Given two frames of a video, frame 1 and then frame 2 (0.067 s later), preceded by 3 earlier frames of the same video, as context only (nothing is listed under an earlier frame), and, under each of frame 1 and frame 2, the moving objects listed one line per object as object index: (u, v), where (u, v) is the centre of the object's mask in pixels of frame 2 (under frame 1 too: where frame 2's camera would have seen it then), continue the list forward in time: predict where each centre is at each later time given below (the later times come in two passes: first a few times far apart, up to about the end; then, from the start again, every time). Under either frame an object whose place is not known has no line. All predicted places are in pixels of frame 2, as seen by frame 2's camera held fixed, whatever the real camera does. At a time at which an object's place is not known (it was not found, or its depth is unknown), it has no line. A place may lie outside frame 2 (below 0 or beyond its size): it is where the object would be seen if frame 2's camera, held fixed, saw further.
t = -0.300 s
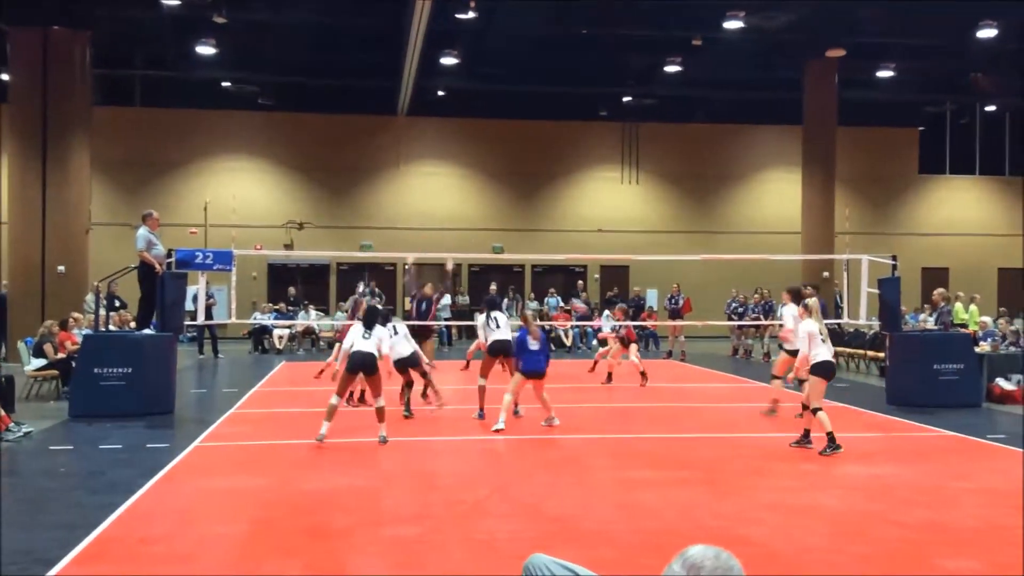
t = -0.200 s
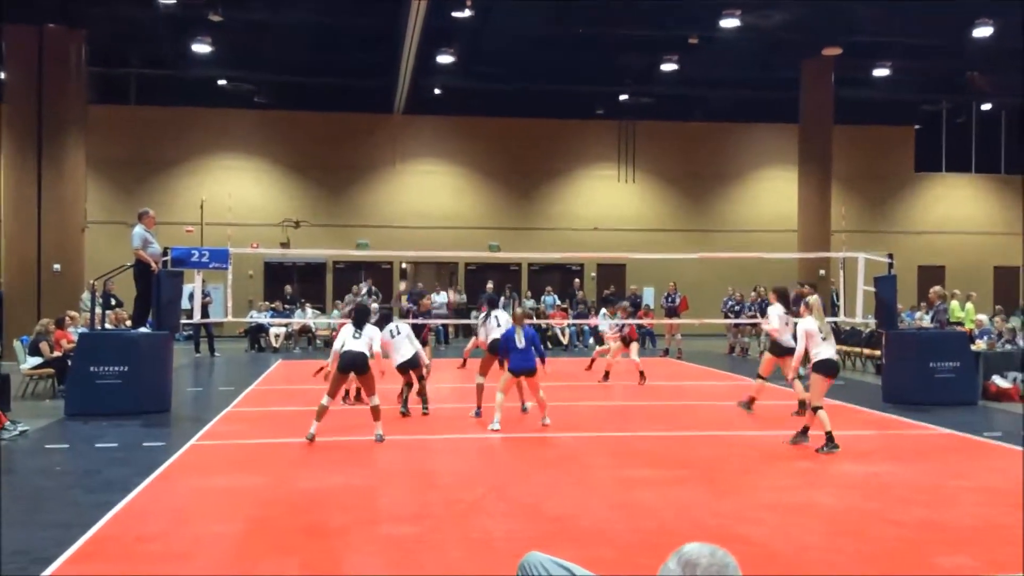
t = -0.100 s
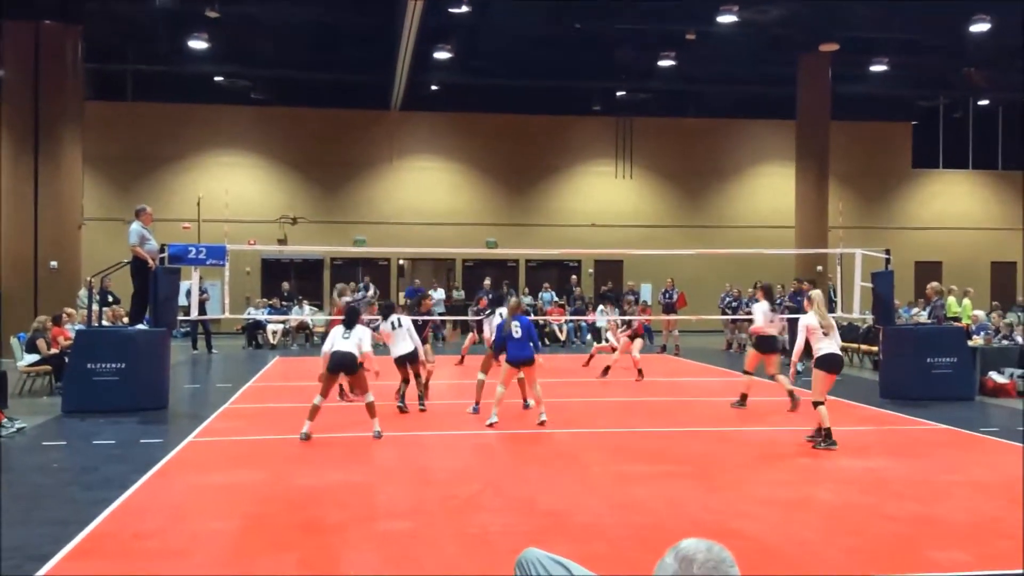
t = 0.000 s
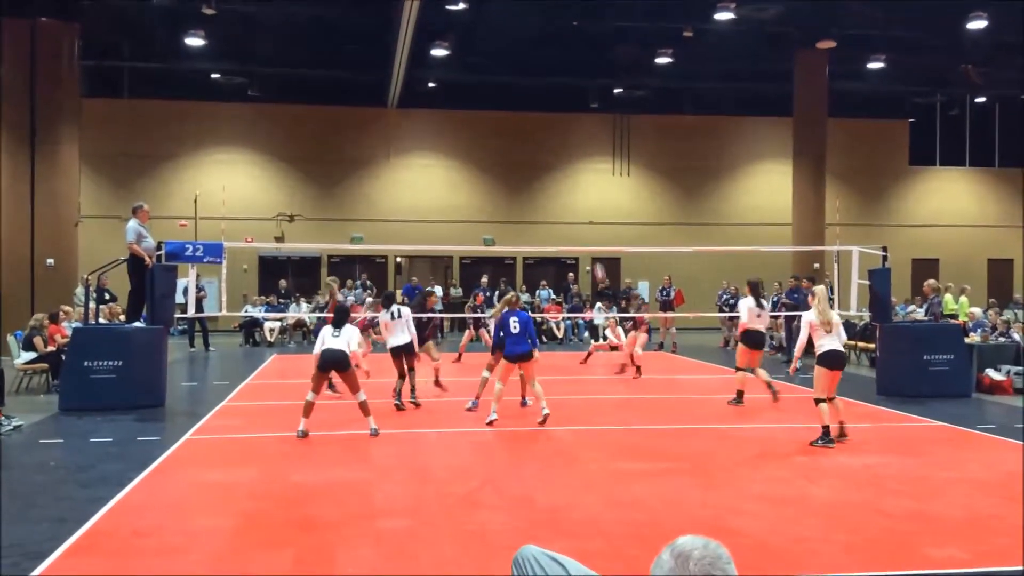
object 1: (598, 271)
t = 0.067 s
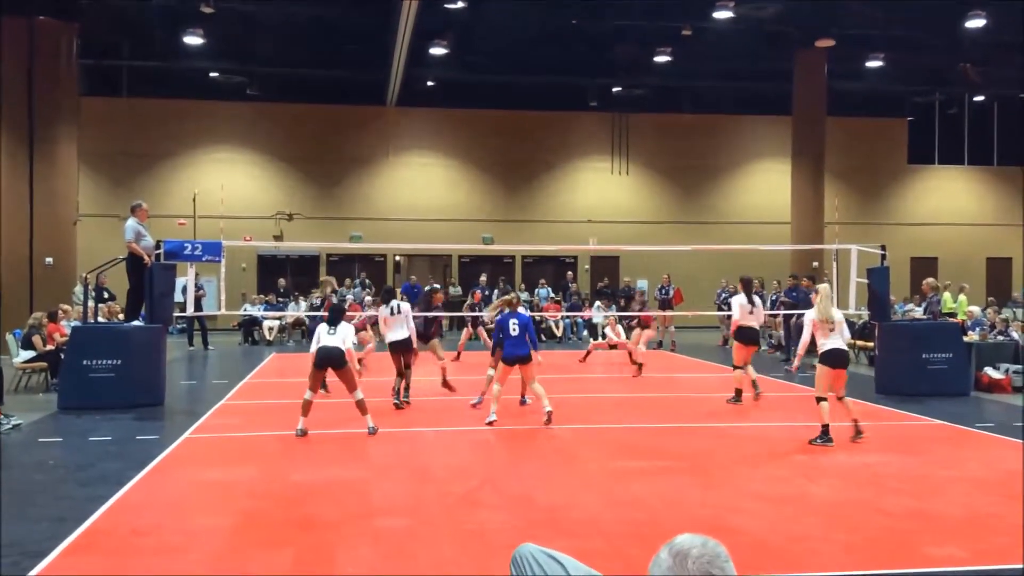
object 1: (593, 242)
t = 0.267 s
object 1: (574, 181)
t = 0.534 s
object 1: (549, 126)
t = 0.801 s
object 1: (525, 105)
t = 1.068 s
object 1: (499, 121)
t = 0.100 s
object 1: (589, 232)
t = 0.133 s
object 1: (586, 222)
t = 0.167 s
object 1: (585, 214)
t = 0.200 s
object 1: (580, 200)
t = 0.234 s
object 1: (577, 191)
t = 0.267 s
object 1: (574, 181)
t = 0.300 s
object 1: (570, 171)
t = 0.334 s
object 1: (567, 164)
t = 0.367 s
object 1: (564, 157)
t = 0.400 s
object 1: (562, 150)
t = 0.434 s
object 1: (559, 143)
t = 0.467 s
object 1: (556, 137)
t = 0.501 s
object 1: (552, 132)
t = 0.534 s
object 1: (549, 126)
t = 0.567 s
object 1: (547, 122)
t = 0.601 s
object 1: (544, 118)
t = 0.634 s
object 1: (540, 114)
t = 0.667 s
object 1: (537, 111)
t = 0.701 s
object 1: (534, 108)
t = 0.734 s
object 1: (531, 106)
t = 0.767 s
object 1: (528, 105)
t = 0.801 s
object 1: (525, 105)
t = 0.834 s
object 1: (521, 104)
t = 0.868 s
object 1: (518, 105)
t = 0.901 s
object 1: (515, 106)
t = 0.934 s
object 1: (512, 108)
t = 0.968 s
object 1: (508, 110)
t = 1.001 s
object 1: (505, 113)
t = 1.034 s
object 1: (502, 117)
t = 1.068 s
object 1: (499, 121)
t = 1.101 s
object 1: (495, 126)
